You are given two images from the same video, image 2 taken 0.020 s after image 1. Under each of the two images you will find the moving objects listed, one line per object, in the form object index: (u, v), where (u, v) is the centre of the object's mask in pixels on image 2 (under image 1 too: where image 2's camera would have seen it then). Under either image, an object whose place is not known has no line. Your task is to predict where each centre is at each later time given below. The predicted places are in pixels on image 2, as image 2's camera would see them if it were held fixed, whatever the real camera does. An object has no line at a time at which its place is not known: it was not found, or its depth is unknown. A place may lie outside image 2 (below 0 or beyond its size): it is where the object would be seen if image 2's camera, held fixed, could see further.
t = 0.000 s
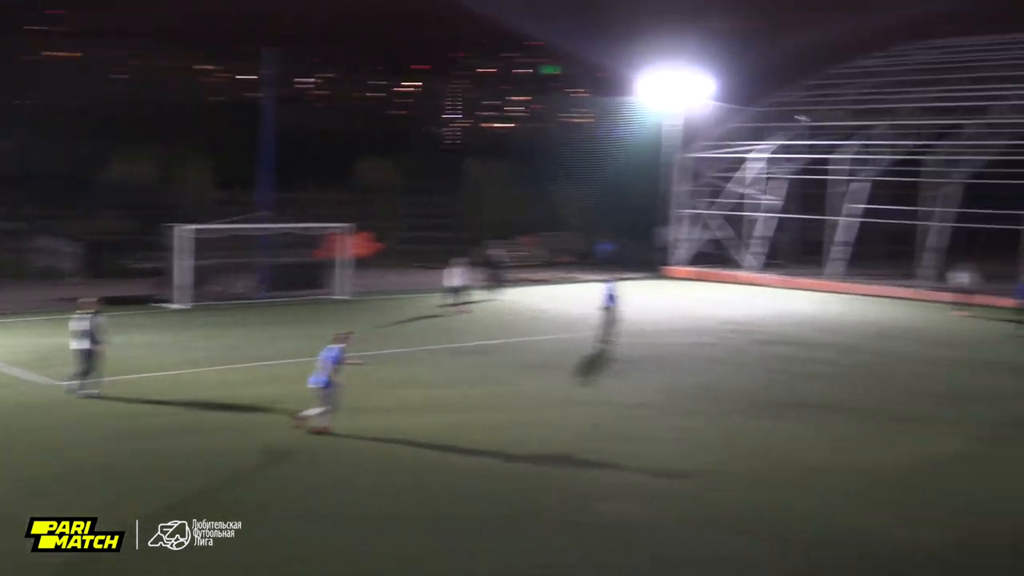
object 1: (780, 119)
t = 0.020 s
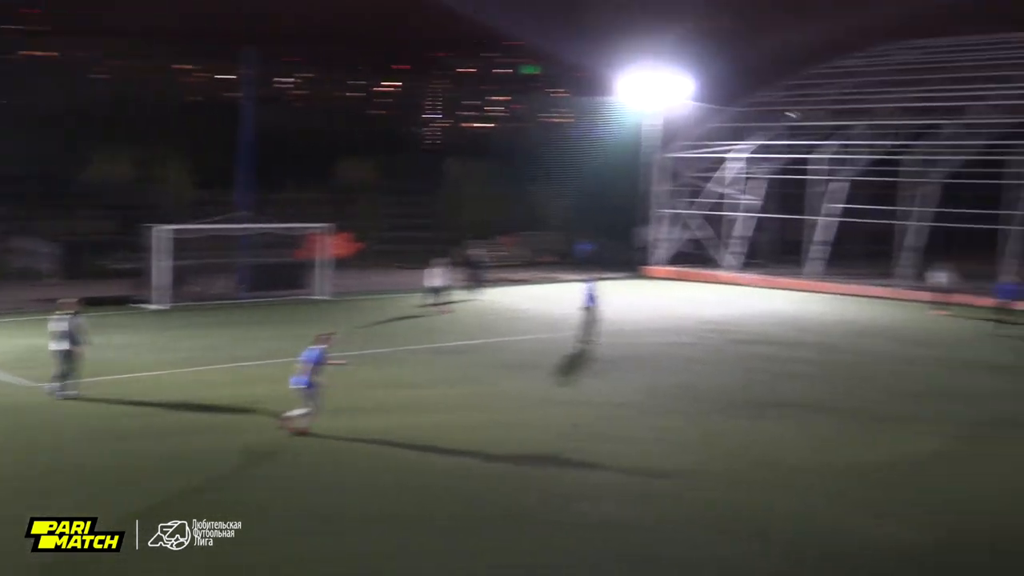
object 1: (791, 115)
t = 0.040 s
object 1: (804, 111)
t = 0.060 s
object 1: (815, 107)
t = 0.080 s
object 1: (826, 103)
